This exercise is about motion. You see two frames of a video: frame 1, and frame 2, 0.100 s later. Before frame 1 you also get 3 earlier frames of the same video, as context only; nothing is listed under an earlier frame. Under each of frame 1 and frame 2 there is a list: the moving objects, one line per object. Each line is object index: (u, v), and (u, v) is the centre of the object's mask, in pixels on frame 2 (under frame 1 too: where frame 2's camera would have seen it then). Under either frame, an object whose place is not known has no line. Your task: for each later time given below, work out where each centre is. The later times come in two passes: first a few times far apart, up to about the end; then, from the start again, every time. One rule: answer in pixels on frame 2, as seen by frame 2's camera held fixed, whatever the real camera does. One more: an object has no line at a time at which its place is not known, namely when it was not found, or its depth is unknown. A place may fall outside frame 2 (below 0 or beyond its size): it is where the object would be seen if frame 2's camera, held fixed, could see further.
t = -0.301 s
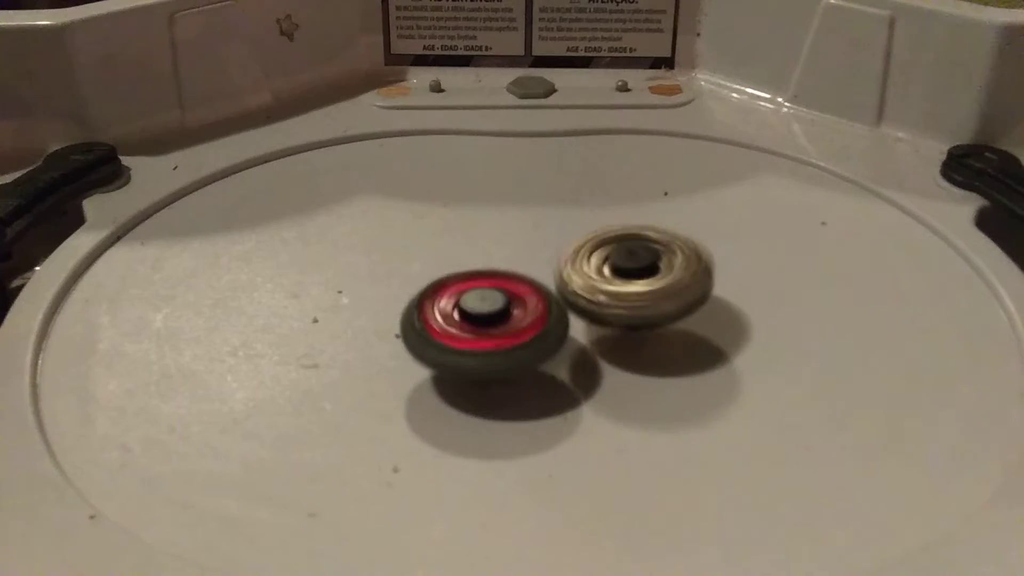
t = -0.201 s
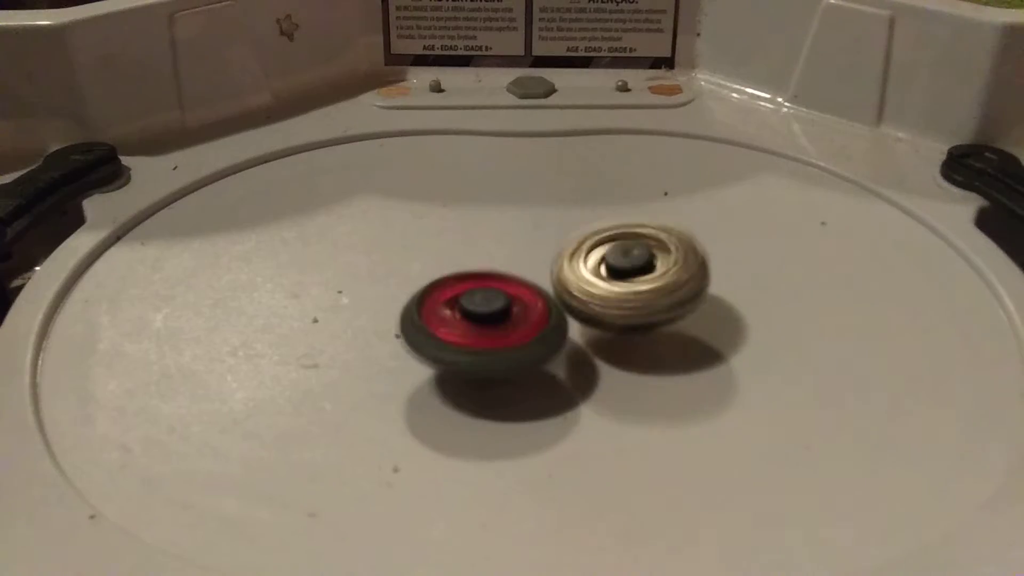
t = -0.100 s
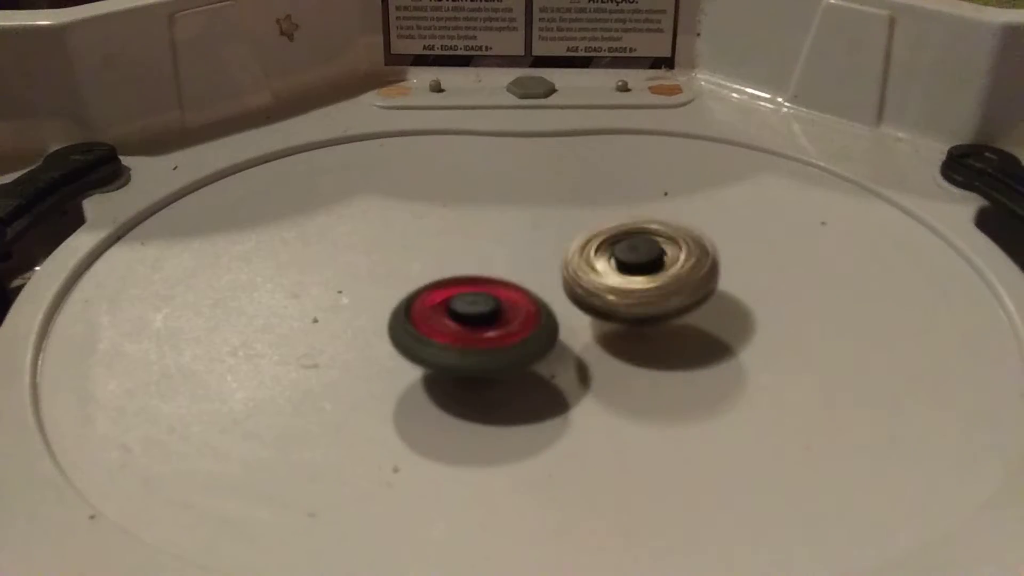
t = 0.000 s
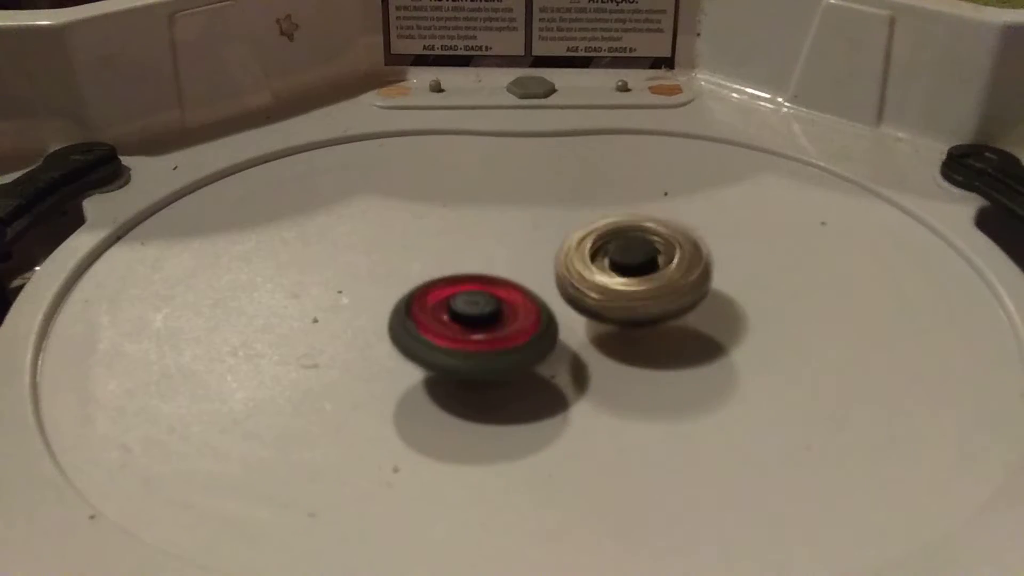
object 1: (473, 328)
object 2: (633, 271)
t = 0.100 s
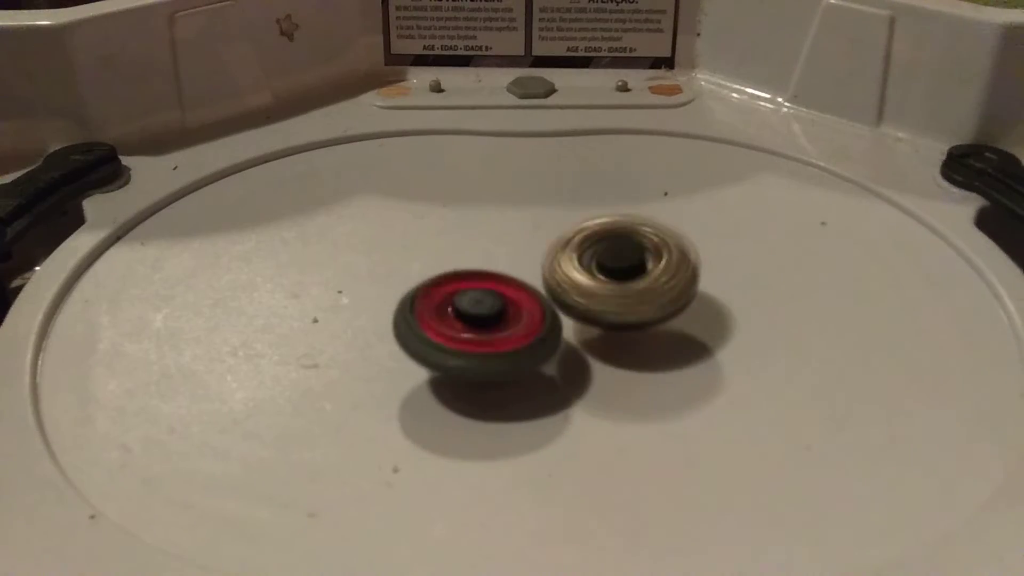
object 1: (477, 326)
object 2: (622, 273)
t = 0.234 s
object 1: (475, 324)
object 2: (632, 268)
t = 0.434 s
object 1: (477, 315)
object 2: (630, 267)
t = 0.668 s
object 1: (467, 303)
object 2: (646, 267)
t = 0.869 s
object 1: (462, 306)
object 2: (641, 270)
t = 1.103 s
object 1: (463, 305)
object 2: (639, 280)
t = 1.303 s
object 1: (469, 304)
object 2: (645, 290)
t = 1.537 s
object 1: (462, 299)
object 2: (643, 302)
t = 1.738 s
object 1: (465, 302)
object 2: (631, 305)
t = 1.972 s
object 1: (467, 300)
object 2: (639, 305)
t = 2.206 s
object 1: (467, 294)
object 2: (629, 308)
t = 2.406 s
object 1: (464, 294)
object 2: (622, 307)
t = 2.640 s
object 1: (461, 296)
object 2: (643, 304)
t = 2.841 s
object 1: (462, 296)
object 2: (630, 286)
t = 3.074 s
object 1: (460, 301)
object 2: (621, 282)
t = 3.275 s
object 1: (463, 304)
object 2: (646, 274)
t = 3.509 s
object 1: (448, 300)
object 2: (649, 281)
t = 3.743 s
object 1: (432, 304)
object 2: (630, 290)
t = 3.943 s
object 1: (449, 304)
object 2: (621, 299)
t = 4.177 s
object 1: (465, 313)
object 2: (631, 291)
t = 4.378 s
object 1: (471, 324)
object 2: (626, 285)
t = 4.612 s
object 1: (478, 331)
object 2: (630, 265)
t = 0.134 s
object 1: (473, 327)
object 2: (624, 269)
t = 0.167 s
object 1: (471, 324)
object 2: (630, 267)
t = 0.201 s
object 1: (474, 324)
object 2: (630, 266)
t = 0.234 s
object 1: (475, 324)
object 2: (632, 268)
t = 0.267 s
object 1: (476, 323)
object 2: (633, 266)
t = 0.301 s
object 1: (479, 322)
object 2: (632, 266)
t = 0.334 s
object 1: (480, 320)
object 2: (629, 269)
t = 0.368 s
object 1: (481, 318)
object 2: (629, 268)
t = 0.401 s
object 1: (480, 317)
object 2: (627, 267)
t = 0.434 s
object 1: (477, 315)
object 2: (630, 267)
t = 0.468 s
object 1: (479, 311)
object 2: (632, 267)
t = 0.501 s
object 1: (479, 311)
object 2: (634, 269)
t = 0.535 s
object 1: (478, 307)
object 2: (634, 269)
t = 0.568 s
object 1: (477, 306)
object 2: (634, 269)
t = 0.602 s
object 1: (469, 302)
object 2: (640, 268)
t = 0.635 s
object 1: (467, 301)
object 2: (644, 266)
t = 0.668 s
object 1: (467, 303)
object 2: (646, 267)
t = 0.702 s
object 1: (464, 301)
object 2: (649, 268)
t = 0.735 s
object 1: (463, 300)
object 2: (649, 266)
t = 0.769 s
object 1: (463, 304)
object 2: (648, 268)
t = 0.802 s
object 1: (461, 304)
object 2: (647, 269)
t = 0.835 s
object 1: (462, 303)
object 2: (645, 268)
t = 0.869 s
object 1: (462, 306)
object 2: (641, 270)
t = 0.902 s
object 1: (462, 306)
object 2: (638, 272)
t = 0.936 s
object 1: (463, 306)
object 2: (635, 272)
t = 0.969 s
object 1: (464, 306)
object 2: (629, 275)
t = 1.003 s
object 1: (465, 306)
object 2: (626, 277)
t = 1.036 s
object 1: (460, 306)
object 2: (632, 276)
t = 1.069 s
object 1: (460, 302)
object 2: (637, 278)
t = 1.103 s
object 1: (463, 305)
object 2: (639, 280)
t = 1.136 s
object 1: (463, 307)
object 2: (642, 284)
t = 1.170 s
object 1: (464, 306)
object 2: (646, 284)
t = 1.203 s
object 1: (466, 306)
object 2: (646, 283)
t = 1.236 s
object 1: (467, 306)
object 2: (645, 286)
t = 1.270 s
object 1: (468, 305)
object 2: (645, 290)
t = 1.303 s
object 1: (469, 304)
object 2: (645, 290)
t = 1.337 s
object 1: (470, 303)
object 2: (642, 291)
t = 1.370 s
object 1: (470, 302)
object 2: (638, 295)
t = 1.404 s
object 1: (471, 301)
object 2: (636, 295)
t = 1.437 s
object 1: (464, 299)
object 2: (638, 296)
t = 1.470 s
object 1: (464, 296)
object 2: (641, 297)
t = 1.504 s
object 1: (466, 298)
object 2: (642, 299)
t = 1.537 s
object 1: (462, 299)
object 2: (643, 302)
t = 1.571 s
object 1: (462, 298)
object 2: (644, 300)
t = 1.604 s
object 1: (464, 300)
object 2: (643, 301)
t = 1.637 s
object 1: (462, 301)
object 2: (640, 303)
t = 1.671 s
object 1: (463, 300)
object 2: (640, 303)
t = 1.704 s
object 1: (465, 301)
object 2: (636, 302)
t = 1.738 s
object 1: (465, 302)
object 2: (631, 305)
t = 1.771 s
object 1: (465, 301)
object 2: (630, 305)
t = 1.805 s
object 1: (463, 300)
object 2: (636, 303)
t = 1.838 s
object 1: (463, 298)
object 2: (637, 303)
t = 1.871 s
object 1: (465, 300)
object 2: (636, 305)
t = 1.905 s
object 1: (464, 301)
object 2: (637, 307)
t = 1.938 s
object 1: (464, 299)
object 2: (640, 308)
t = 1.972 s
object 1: (467, 300)
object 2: (639, 305)
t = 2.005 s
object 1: (467, 301)
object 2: (635, 306)
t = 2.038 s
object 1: (466, 299)
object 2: (632, 307)
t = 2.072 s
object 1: (468, 297)
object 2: (632, 308)
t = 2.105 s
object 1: (468, 298)
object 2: (630, 306)
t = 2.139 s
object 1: (467, 294)
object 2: (629, 306)
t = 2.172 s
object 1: (467, 293)
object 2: (629, 307)
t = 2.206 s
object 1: (467, 294)
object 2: (629, 308)
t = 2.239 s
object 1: (466, 292)
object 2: (630, 309)
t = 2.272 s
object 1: (466, 291)
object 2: (629, 308)
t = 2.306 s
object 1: (466, 294)
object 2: (627, 309)
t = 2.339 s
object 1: (464, 293)
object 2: (624, 309)
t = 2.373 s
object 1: (464, 293)
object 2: (624, 310)
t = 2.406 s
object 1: (464, 294)
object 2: (622, 307)
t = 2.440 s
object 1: (456, 293)
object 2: (630, 308)
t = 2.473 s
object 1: (454, 291)
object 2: (636, 309)
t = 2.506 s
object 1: (457, 293)
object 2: (639, 309)
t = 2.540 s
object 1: (457, 294)
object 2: (640, 308)
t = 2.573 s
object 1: (457, 294)
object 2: (641, 308)
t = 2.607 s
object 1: (459, 295)
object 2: (644, 307)
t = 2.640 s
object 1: (461, 296)
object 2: (643, 304)
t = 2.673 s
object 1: (463, 297)
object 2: (641, 301)
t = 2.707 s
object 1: (465, 299)
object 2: (636, 297)
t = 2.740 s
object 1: (464, 298)
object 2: (631, 294)
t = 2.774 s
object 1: (463, 295)
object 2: (633, 292)
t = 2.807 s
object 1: (466, 295)
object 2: (631, 288)
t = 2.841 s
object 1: (462, 296)
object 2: (630, 286)
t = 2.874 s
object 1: (458, 294)
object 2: (632, 283)
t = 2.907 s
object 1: (460, 295)
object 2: (633, 281)
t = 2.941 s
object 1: (462, 297)
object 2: (630, 278)
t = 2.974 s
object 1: (459, 298)
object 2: (626, 278)
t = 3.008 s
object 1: (458, 297)
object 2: (623, 283)
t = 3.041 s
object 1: (461, 299)
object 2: (623, 283)
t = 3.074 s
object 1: (460, 301)
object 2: (621, 282)
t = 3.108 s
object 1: (459, 301)
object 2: (618, 281)
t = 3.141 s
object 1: (461, 301)
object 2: (616, 281)
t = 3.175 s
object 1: (458, 302)
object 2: (625, 281)
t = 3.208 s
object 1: (457, 302)
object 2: (639, 278)
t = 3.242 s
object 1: (461, 302)
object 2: (645, 276)
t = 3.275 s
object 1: (463, 304)
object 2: (646, 274)
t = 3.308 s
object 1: (464, 306)
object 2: (644, 272)
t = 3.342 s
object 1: (465, 302)
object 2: (636, 276)
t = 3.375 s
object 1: (468, 304)
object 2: (630, 282)
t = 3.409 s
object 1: (469, 304)
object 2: (626, 287)
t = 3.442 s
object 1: (462, 300)
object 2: (628, 288)
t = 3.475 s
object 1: (451, 301)
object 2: (640, 284)
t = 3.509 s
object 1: (448, 300)
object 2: (649, 281)
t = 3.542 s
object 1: (446, 300)
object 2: (653, 281)
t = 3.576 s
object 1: (442, 302)
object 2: (651, 278)
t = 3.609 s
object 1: (438, 302)
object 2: (647, 278)
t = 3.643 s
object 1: (435, 302)
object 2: (643, 286)
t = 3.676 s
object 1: (435, 302)
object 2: (639, 286)
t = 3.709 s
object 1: (434, 304)
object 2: (634, 290)
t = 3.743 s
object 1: (432, 304)
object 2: (630, 290)
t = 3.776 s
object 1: (434, 303)
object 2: (623, 293)
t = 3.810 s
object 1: (435, 303)
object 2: (617, 297)
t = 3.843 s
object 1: (437, 305)
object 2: (614, 297)
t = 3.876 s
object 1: (439, 304)
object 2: (616, 298)
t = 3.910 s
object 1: (443, 304)
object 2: (618, 297)
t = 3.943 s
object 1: (449, 304)
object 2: (621, 299)
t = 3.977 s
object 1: (453, 305)
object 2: (620, 297)
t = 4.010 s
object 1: (456, 307)
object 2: (619, 295)
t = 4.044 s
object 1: (457, 307)
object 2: (622, 295)
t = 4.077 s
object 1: (456, 306)
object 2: (627, 292)
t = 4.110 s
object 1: (461, 307)
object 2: (633, 291)
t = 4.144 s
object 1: (465, 309)
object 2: (633, 291)
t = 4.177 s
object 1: (465, 313)
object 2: (631, 291)
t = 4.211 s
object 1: (465, 314)
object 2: (631, 291)
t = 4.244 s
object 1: (467, 314)
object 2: (628, 290)
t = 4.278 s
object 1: (469, 320)
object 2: (625, 290)
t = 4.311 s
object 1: (467, 322)
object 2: (625, 292)
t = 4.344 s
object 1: (467, 324)
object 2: (624, 288)
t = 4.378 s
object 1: (471, 324)
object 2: (626, 285)
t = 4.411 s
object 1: (472, 327)
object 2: (626, 283)
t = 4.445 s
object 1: (472, 330)
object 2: (625, 282)
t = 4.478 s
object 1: (472, 330)
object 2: (625, 280)
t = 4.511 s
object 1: (476, 331)
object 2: (628, 277)
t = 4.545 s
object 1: (478, 332)
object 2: (625, 269)
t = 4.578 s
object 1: (478, 335)
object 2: (628, 266)
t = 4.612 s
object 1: (478, 331)
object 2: (630, 265)
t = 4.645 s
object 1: (481, 333)
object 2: (635, 275)
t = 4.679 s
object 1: (484, 334)
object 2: (637, 274)
